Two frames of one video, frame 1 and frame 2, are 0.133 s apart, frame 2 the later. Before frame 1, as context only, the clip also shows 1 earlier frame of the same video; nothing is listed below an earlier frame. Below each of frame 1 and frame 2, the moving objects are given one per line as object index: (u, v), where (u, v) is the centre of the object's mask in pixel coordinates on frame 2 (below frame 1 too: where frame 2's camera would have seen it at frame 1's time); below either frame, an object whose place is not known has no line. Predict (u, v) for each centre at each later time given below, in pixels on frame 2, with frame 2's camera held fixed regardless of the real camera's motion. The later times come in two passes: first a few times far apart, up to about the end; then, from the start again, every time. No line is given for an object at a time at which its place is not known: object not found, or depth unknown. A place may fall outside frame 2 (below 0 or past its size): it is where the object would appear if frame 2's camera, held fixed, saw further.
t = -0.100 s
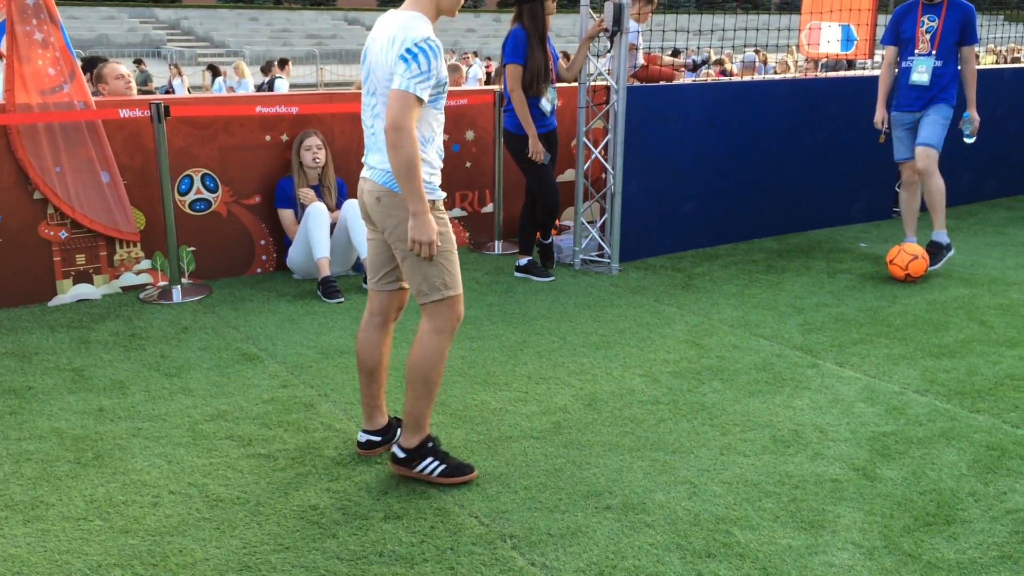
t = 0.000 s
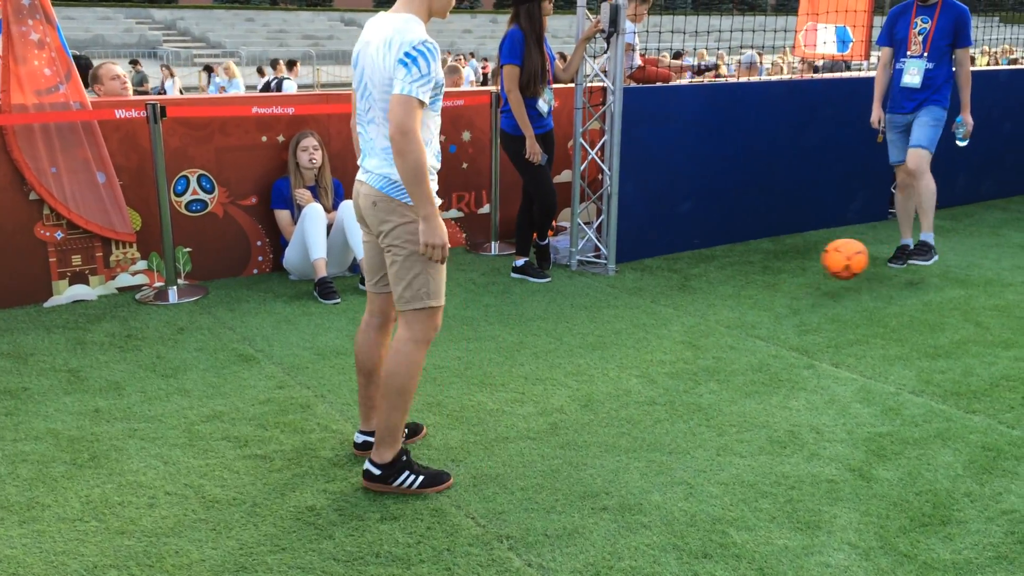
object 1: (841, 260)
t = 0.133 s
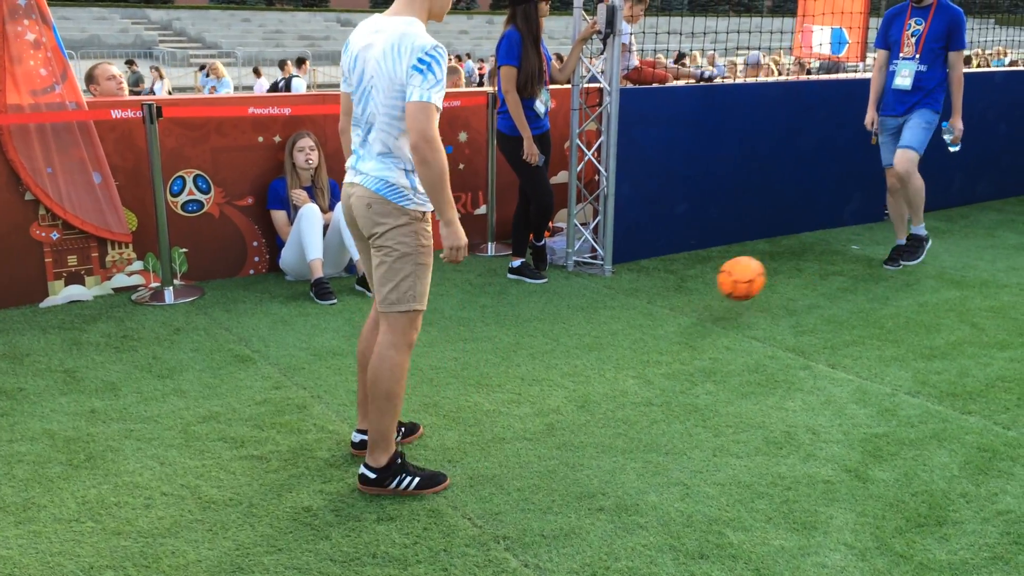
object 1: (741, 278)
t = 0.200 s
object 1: (686, 301)
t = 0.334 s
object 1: (596, 304)
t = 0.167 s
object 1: (714, 288)
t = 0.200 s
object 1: (686, 301)
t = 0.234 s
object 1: (663, 301)
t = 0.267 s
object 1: (642, 300)
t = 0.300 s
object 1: (619, 301)
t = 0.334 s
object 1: (596, 304)
